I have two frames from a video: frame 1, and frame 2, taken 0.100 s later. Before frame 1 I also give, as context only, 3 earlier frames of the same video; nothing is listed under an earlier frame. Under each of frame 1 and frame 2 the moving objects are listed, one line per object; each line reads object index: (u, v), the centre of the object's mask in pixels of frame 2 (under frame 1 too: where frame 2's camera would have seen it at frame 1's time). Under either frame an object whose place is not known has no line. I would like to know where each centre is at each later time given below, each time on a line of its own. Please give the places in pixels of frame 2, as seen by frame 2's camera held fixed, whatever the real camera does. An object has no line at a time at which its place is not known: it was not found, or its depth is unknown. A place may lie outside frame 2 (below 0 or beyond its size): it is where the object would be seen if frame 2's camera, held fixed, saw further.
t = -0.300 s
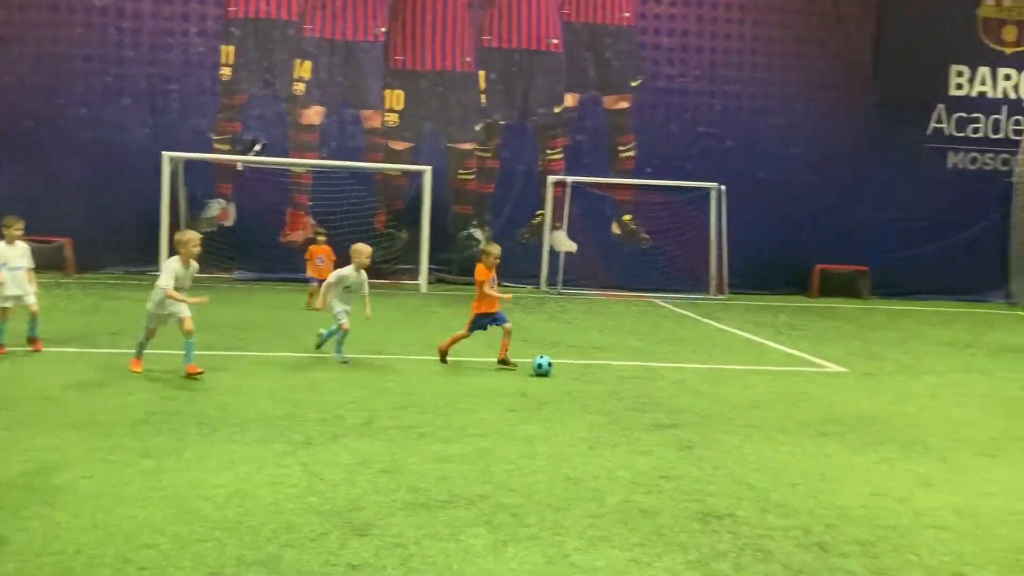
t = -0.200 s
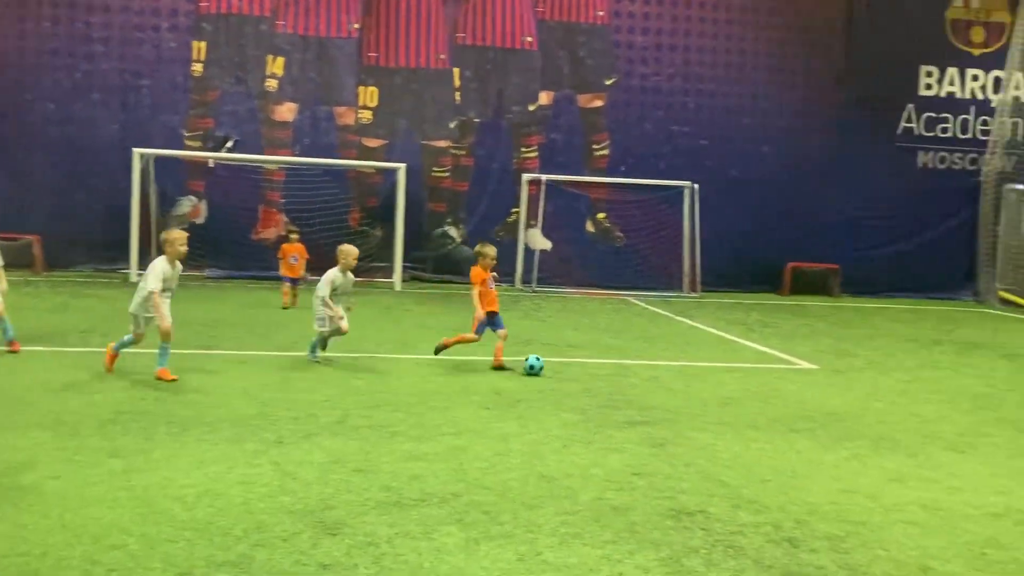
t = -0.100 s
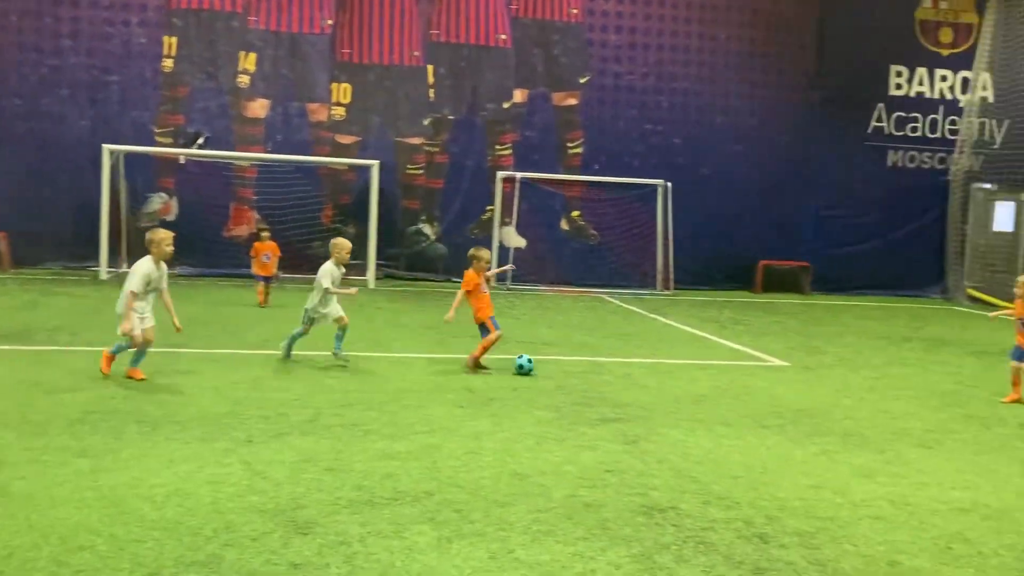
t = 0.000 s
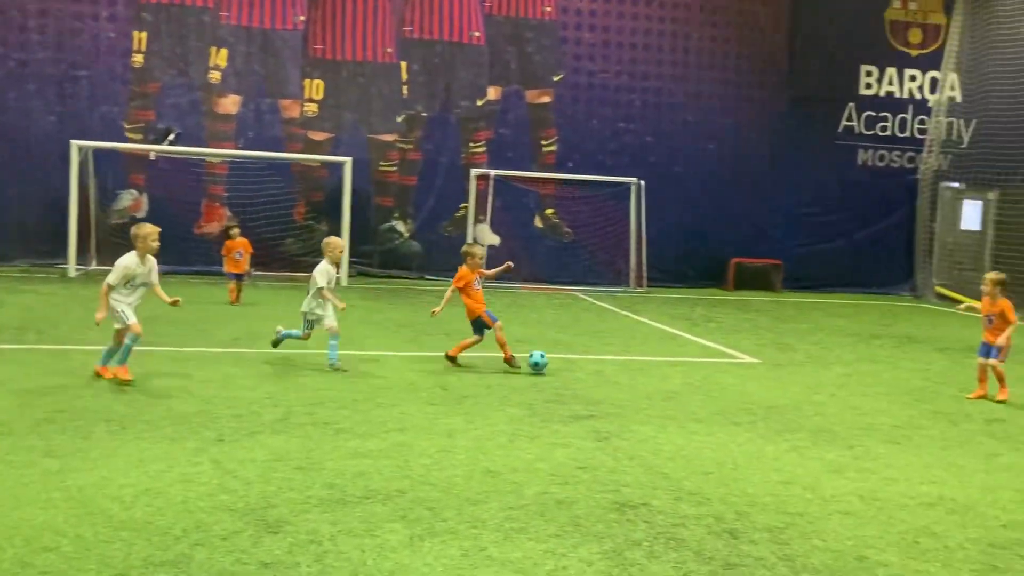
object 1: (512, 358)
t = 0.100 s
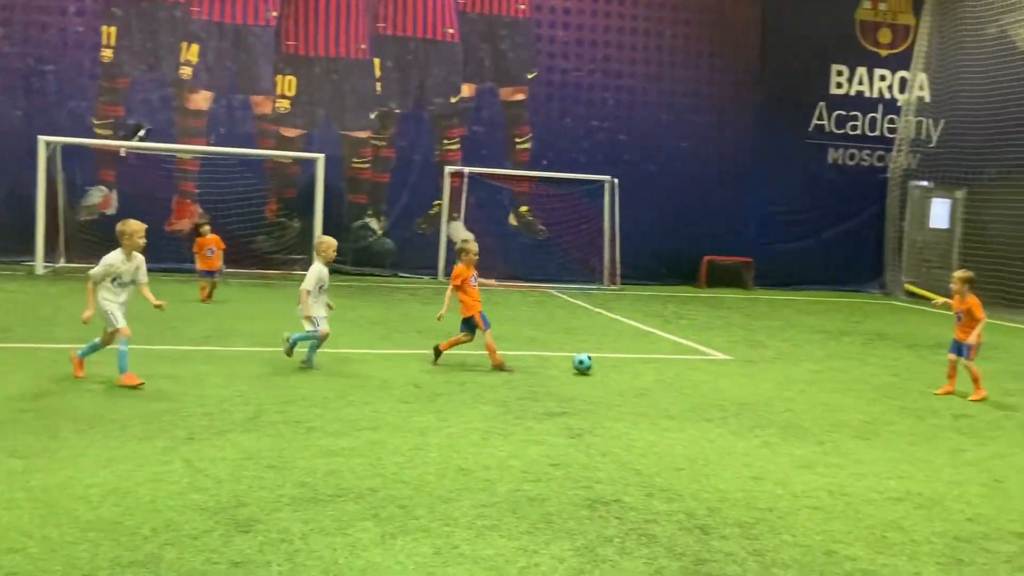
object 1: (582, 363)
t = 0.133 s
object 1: (605, 366)
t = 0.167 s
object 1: (624, 365)
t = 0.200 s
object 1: (643, 364)
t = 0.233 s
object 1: (661, 365)
